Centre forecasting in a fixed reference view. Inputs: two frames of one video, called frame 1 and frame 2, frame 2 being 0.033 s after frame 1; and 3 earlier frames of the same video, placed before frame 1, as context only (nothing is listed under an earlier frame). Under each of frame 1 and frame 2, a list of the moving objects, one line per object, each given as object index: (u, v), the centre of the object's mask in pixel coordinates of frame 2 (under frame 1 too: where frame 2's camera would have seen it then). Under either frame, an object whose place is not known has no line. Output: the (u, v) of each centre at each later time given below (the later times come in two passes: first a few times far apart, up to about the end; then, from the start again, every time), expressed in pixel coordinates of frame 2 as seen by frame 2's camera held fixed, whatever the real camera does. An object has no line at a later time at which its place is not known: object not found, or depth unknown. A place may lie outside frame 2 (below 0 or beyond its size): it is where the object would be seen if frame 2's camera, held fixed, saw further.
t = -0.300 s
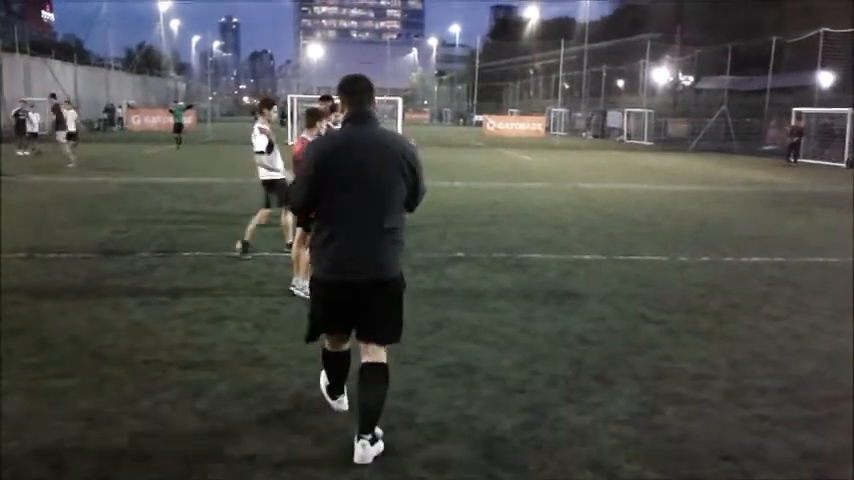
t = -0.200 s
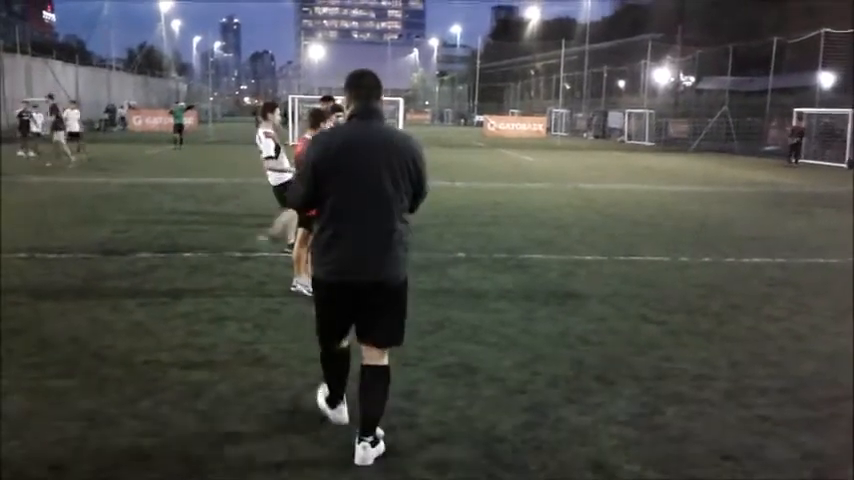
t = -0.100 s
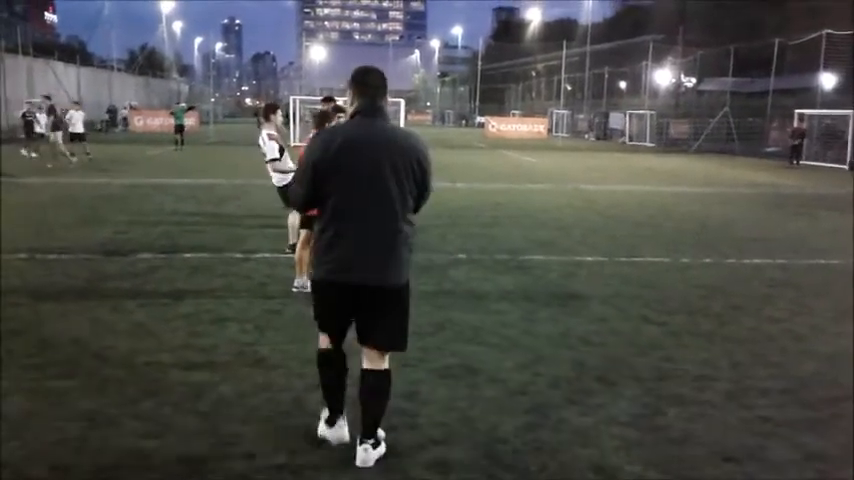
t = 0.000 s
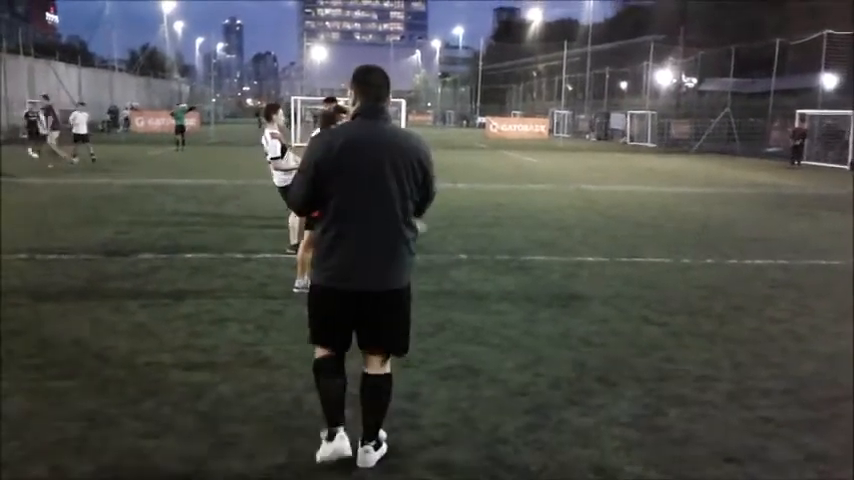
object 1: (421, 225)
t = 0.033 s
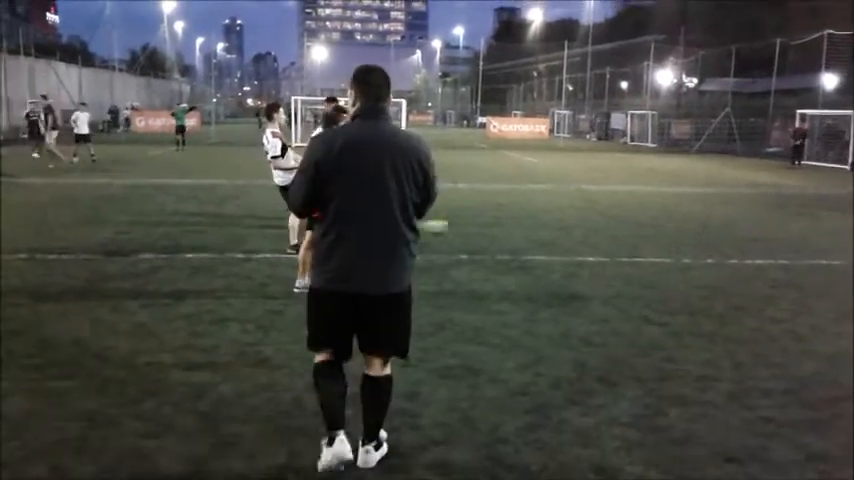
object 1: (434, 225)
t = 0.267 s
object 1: (560, 227)
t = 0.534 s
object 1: (656, 224)
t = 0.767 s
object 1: (724, 220)
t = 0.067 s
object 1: (455, 225)
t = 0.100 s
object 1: (475, 225)
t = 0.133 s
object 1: (494, 226)
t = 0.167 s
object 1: (512, 227)
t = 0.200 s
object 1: (529, 229)
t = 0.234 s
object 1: (547, 229)
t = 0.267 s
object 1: (560, 227)
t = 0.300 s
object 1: (574, 225)
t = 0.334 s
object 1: (587, 223)
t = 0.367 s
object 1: (599, 222)
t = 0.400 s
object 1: (611, 224)
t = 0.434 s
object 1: (623, 225)
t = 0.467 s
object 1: (636, 225)
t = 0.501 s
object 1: (646, 225)
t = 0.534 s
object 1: (656, 224)
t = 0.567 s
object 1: (667, 223)
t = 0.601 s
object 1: (678, 223)
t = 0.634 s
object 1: (685, 222)
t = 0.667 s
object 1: (697, 222)
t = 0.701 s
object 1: (707, 221)
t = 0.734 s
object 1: (717, 221)
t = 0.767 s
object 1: (724, 220)
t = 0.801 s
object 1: (732, 220)
